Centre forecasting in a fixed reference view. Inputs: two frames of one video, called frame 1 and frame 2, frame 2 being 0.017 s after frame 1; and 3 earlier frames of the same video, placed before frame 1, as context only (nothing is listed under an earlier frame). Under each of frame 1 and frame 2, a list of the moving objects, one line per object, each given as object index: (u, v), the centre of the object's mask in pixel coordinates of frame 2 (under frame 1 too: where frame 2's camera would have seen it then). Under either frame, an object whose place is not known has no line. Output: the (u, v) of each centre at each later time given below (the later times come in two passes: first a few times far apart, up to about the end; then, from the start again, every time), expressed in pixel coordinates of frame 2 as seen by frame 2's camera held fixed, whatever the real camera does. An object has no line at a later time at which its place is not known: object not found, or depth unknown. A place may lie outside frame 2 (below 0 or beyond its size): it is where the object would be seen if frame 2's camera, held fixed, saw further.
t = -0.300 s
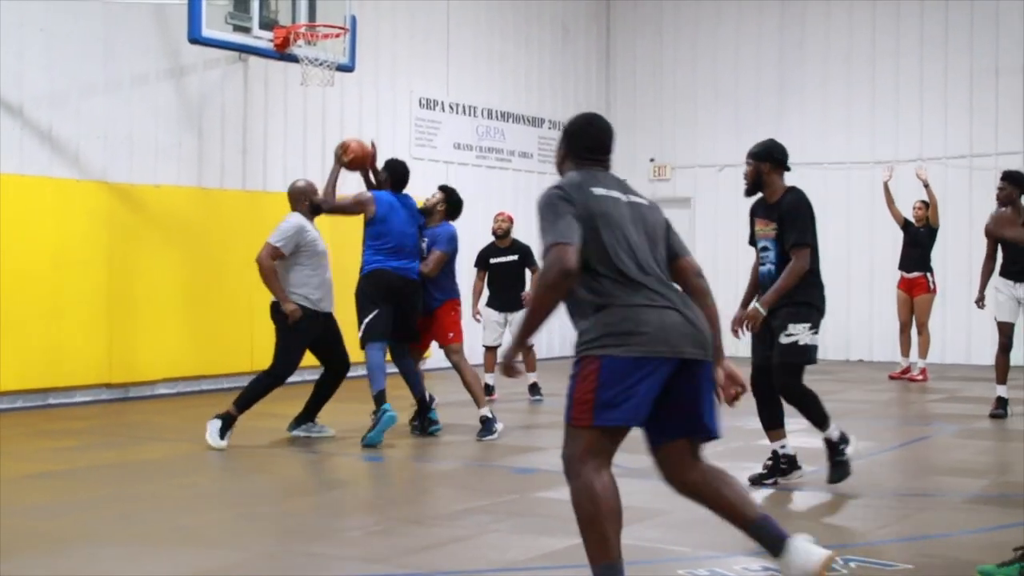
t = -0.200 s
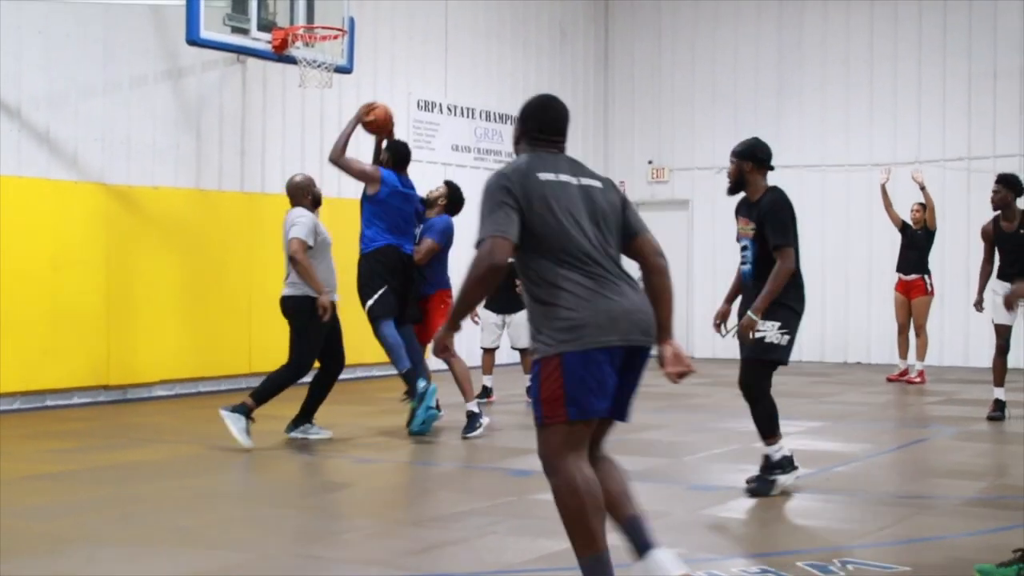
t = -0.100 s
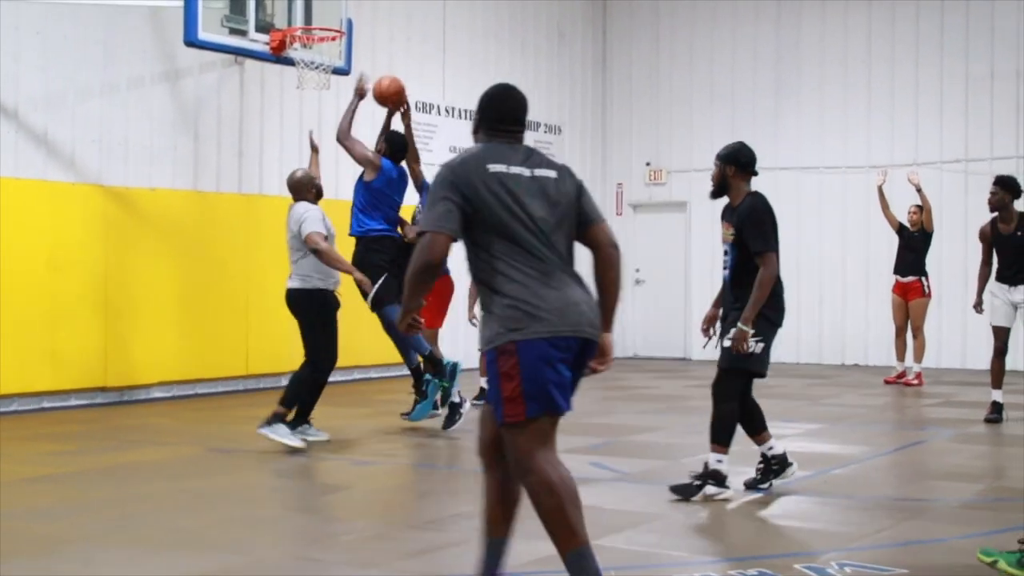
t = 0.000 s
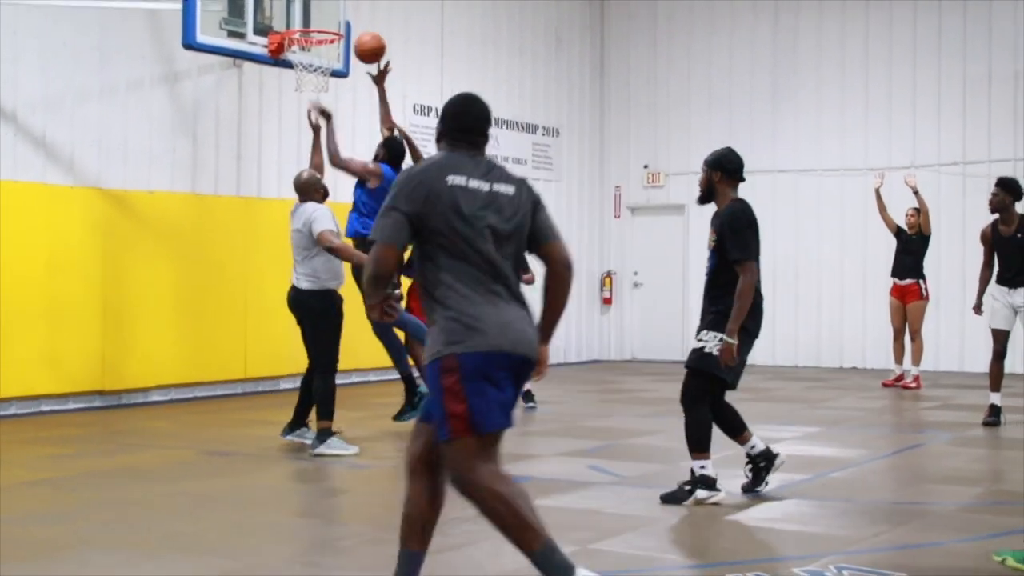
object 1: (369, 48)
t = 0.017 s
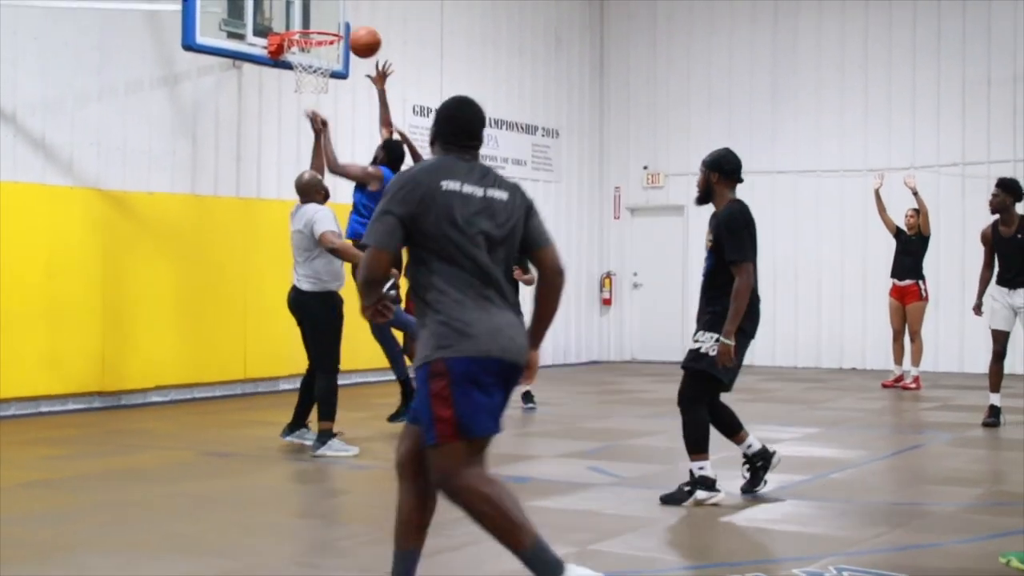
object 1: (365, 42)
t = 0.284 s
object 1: (299, -14)
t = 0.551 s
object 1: (317, 15)
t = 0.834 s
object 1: (316, 14)
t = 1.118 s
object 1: (313, 18)
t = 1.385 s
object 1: (316, 82)
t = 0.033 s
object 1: (360, 35)
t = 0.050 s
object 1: (356, 29)
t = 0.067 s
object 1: (352, 24)
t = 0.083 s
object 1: (348, 19)
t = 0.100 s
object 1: (343, 14)
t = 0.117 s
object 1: (339, 10)
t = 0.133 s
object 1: (335, 6)
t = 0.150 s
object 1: (331, 2)
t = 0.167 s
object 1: (326, -2)
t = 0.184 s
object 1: (323, -4)
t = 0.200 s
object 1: (319, -7)
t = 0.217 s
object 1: (314, -9)
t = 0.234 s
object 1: (311, -11)
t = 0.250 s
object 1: (307, -12)
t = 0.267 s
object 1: (302, -13)
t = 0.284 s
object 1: (299, -14)
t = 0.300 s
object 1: (295, -14)
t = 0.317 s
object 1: (291, -14)
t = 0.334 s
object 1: (287, -14)
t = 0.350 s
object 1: (284, -13)
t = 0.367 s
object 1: (279, -12)
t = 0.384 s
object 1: (276, -10)
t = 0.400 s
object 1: (278, -9)
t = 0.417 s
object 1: (283, -8)
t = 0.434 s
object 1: (287, -6)
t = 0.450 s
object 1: (291, -4)
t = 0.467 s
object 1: (296, -2)
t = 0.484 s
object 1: (300, 1)
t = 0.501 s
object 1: (304, 5)
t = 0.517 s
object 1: (309, 8)
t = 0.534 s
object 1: (313, 11)
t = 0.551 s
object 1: (317, 15)
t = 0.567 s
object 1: (322, 19)
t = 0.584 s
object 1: (325, 22)
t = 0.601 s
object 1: (324, 19)
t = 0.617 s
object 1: (324, 18)
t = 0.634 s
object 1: (323, 16)
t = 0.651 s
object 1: (322, 14)
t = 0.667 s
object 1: (322, 13)
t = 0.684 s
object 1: (321, 11)
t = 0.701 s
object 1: (320, 10)
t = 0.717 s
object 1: (320, 9)
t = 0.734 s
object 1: (319, 9)
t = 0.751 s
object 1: (319, 9)
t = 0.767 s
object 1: (318, 10)
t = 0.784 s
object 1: (317, 11)
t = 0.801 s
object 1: (317, 11)
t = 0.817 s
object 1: (316, 13)
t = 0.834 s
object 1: (316, 14)
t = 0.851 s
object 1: (315, 16)
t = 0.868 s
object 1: (315, 18)
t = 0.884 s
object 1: (314, 19)
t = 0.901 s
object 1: (314, 24)
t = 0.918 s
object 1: (314, 21)
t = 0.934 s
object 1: (314, 19)
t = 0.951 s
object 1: (313, 18)
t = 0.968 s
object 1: (313, 17)
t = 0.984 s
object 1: (313, 17)
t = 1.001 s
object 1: (313, 16)
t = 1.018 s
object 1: (313, 16)
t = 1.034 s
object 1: (313, 16)
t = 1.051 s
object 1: (313, 15)
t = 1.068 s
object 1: (313, 16)
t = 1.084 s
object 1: (313, 16)
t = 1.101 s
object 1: (313, 17)
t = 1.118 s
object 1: (313, 18)
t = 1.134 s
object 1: (313, 19)
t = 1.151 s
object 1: (313, 21)
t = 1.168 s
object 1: (312, 26)
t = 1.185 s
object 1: (312, 28)
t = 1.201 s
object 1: (312, 29)
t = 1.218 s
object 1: (312, 30)
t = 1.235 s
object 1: (311, 32)
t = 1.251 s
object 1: (311, 47)
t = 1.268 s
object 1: (312, 54)
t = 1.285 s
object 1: (313, 56)
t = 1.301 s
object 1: (313, 57)
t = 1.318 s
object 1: (313, 60)
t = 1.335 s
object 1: (313, 68)
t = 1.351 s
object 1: (314, 72)
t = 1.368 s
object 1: (315, 77)
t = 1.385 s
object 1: (316, 82)
